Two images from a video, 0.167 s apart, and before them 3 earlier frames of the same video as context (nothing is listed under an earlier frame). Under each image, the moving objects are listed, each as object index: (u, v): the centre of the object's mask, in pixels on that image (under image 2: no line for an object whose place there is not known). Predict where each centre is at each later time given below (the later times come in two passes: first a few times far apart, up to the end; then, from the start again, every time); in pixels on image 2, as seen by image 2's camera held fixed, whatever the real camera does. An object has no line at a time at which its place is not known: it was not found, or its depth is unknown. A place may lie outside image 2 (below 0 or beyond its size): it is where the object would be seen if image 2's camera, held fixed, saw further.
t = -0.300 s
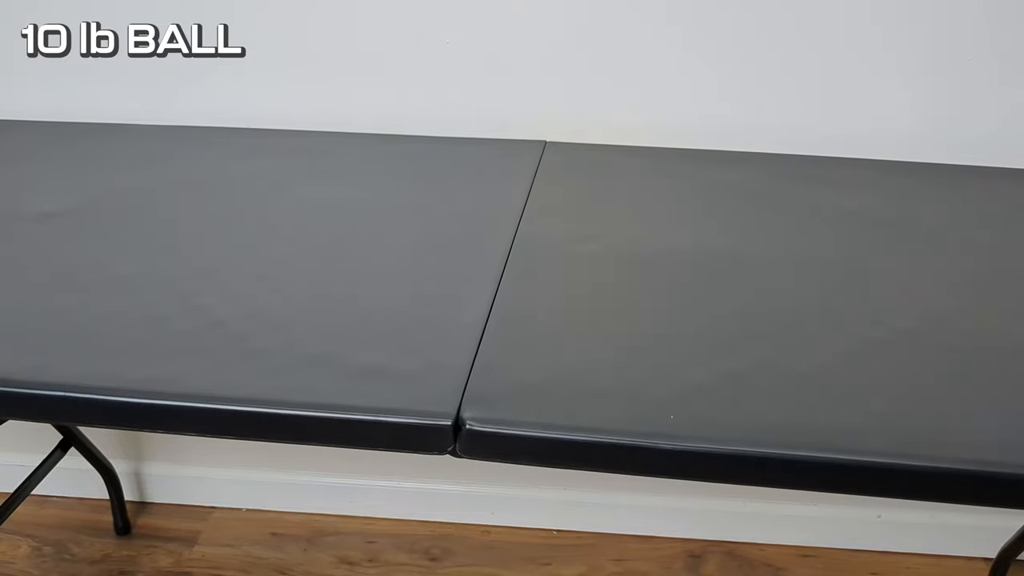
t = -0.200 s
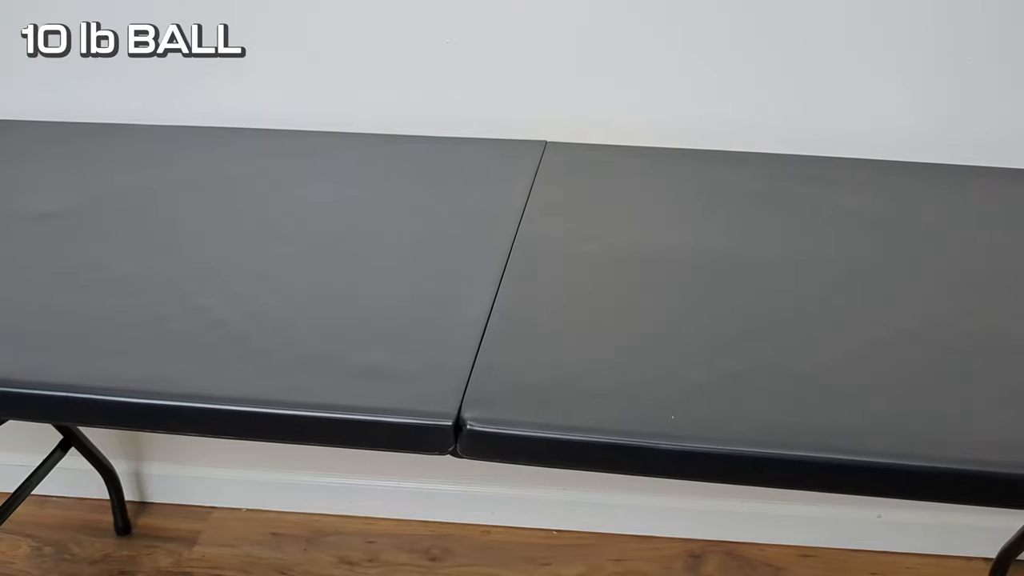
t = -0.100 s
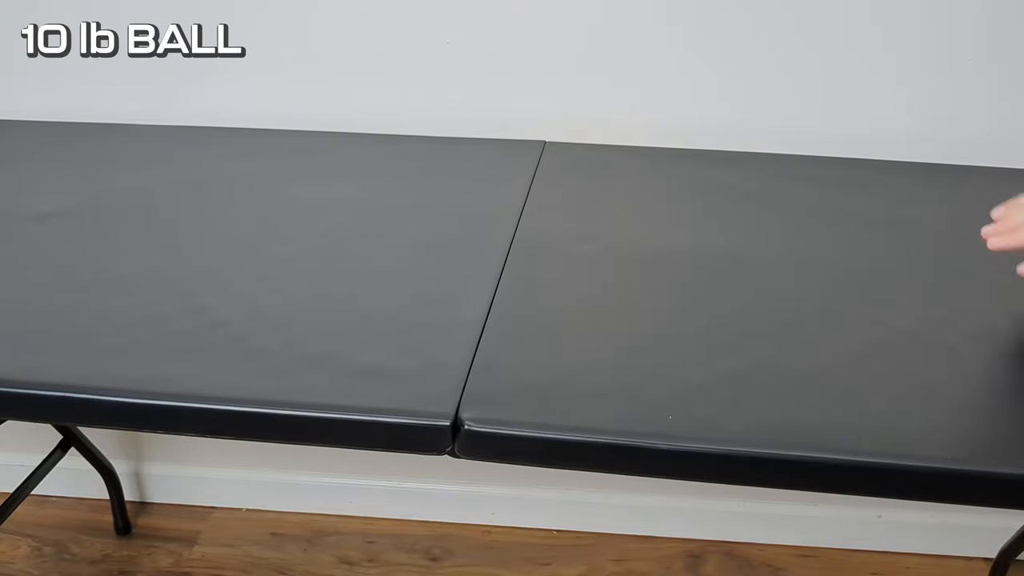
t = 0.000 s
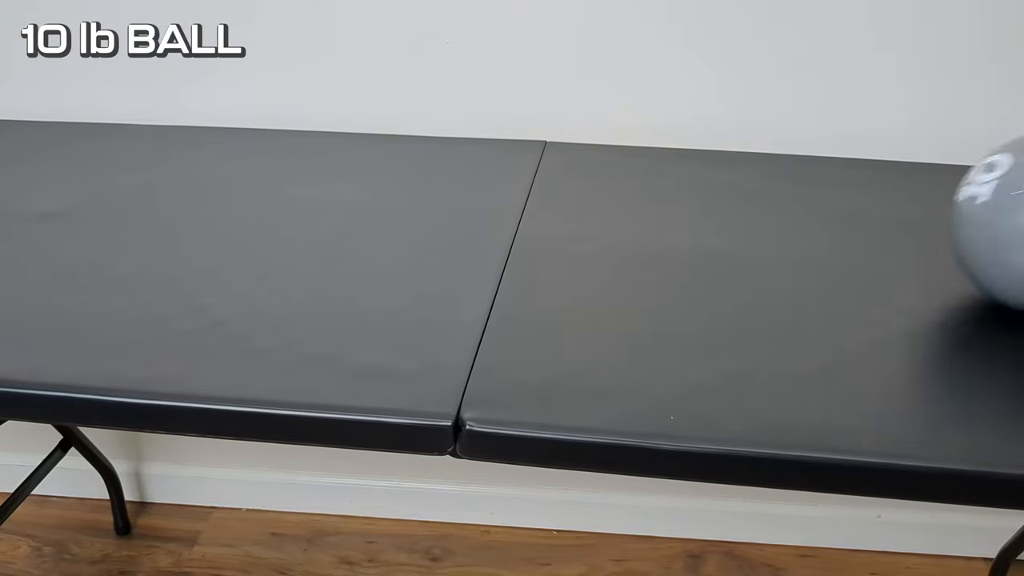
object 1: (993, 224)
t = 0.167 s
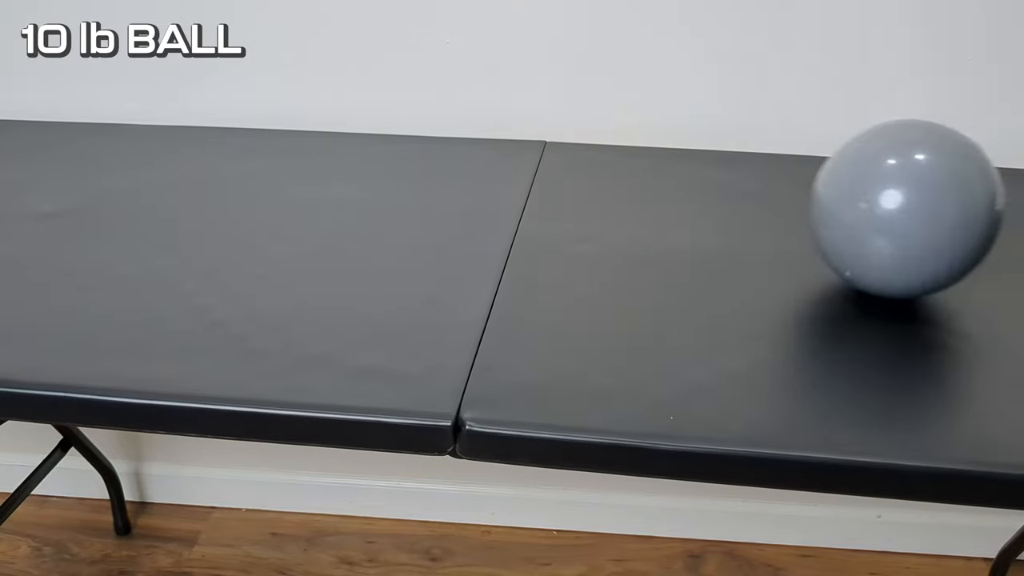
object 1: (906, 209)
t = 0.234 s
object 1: (853, 204)
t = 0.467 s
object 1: (692, 191)
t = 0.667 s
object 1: (585, 183)
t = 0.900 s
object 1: (490, 177)
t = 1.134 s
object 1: (409, 175)
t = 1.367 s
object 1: (344, 173)
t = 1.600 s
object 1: (302, 171)
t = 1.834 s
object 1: (282, 173)
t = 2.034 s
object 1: (279, 173)
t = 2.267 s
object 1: (283, 173)
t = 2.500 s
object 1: (282, 173)
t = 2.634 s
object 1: (283, 173)
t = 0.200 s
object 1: (879, 206)
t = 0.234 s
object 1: (853, 204)
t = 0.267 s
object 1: (828, 202)
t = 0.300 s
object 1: (803, 199)
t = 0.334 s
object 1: (780, 197)
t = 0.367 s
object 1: (757, 196)
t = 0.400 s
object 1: (735, 194)
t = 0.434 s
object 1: (713, 192)
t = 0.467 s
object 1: (692, 191)
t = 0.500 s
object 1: (673, 190)
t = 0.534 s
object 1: (654, 188)
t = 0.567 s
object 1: (636, 186)
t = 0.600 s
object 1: (618, 185)
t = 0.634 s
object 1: (601, 184)
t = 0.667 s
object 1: (585, 183)
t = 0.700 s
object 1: (570, 182)
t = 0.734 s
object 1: (555, 181)
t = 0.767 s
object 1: (541, 180)
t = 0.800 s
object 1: (528, 179)
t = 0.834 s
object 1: (515, 177)
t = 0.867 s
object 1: (502, 177)
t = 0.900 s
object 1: (490, 177)
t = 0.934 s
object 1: (477, 178)
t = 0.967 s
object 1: (465, 177)
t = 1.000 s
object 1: (453, 176)
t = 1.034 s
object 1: (441, 176)
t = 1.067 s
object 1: (431, 176)
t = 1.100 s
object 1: (420, 175)
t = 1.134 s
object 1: (409, 175)
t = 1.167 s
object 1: (398, 175)
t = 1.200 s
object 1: (388, 175)
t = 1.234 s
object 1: (379, 175)
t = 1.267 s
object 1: (369, 174)
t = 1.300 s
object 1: (360, 174)
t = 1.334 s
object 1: (352, 174)
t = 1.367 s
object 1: (344, 173)
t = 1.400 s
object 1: (337, 173)
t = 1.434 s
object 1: (330, 173)
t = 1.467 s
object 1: (323, 172)
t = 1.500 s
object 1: (317, 172)
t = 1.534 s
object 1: (311, 172)
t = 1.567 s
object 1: (306, 171)
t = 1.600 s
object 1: (302, 171)
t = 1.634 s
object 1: (298, 172)
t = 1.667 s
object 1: (294, 172)
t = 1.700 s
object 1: (291, 172)
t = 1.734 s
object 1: (288, 172)
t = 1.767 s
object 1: (286, 172)
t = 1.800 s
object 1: (284, 172)
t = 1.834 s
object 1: (282, 173)
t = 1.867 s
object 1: (280, 173)
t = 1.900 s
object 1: (279, 173)
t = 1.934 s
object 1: (279, 173)
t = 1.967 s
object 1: (279, 173)
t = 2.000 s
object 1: (279, 173)
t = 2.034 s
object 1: (279, 173)
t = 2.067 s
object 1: (280, 173)
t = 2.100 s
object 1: (280, 173)
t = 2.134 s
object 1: (281, 173)
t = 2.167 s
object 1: (282, 173)
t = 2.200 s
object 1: (283, 173)
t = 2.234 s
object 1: (283, 173)
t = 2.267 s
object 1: (283, 173)
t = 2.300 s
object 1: (284, 173)
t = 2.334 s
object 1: (284, 173)
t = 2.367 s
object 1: (283, 173)
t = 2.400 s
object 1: (283, 173)
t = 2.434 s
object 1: (283, 173)
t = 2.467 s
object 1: (283, 173)
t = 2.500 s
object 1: (282, 173)
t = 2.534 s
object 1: (282, 173)
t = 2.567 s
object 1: (282, 173)
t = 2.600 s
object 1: (282, 173)
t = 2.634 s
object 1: (283, 173)
